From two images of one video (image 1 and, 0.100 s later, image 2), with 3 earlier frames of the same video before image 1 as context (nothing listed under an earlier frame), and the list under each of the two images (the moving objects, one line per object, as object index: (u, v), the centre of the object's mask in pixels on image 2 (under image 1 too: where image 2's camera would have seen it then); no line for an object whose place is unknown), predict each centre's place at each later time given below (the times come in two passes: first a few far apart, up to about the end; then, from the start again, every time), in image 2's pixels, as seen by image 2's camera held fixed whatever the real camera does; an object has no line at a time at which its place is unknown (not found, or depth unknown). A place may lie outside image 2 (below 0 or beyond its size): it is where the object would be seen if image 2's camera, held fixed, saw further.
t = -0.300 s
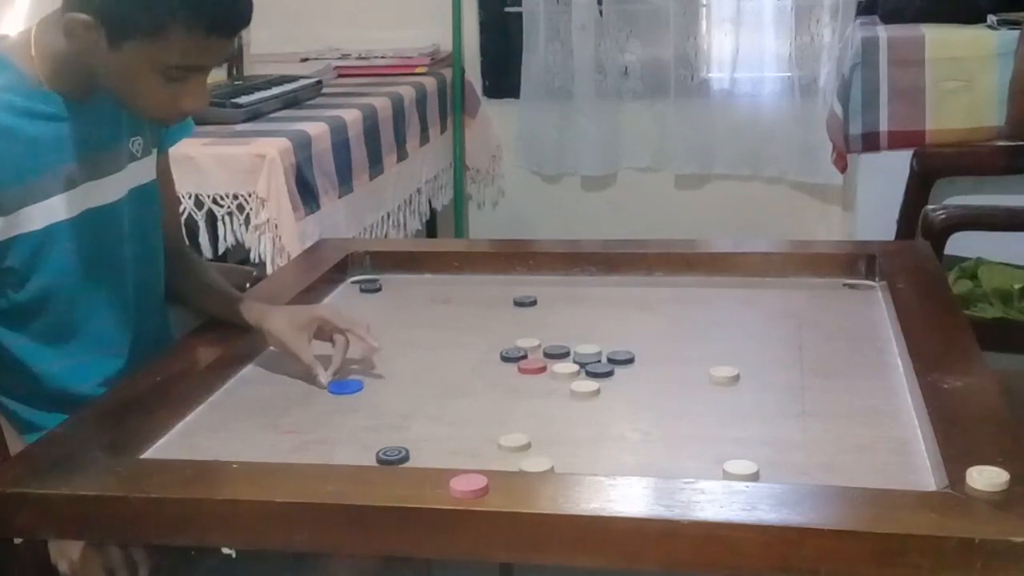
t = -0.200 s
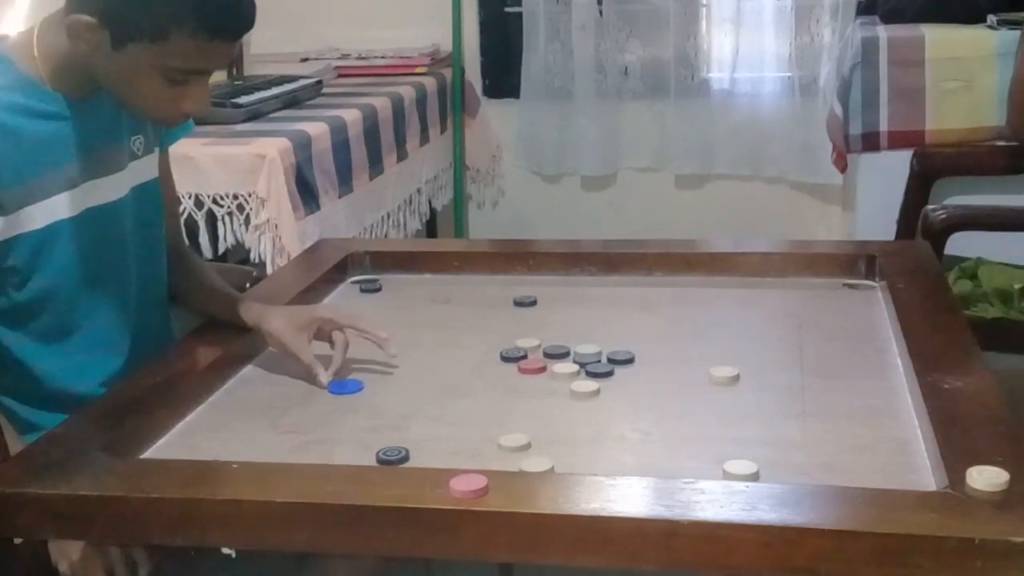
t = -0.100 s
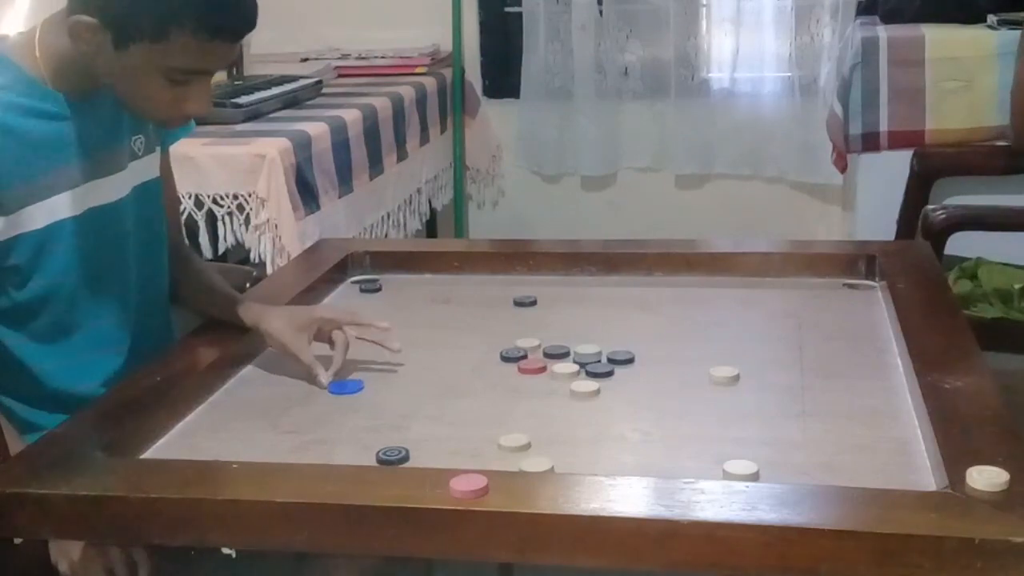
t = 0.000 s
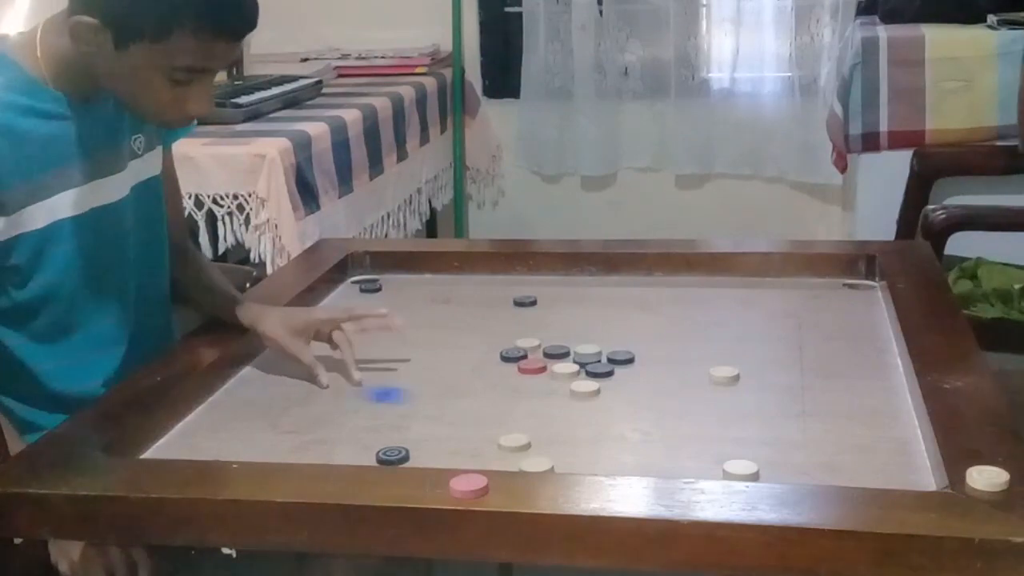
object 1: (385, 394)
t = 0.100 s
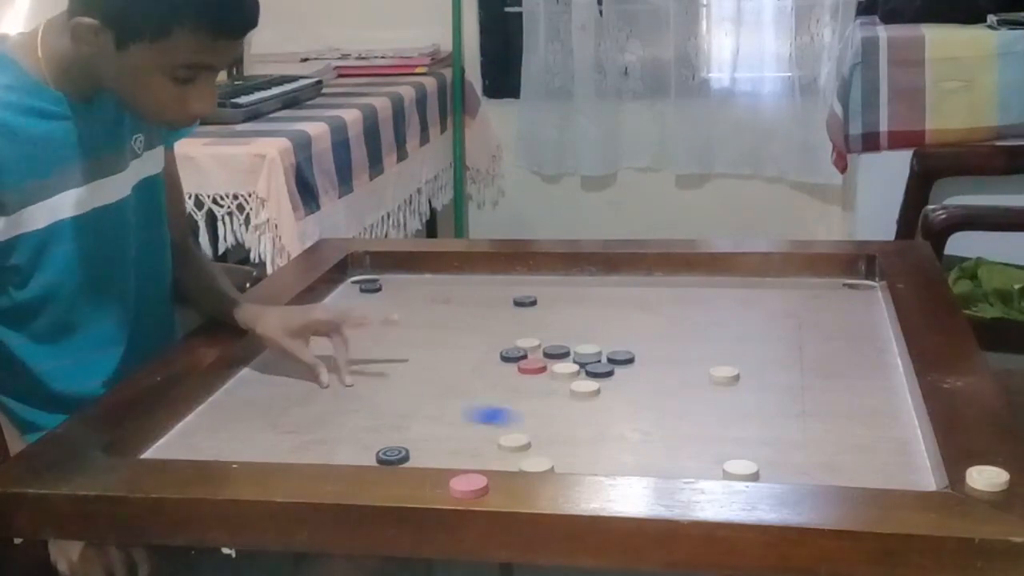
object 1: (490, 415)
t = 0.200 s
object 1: (606, 440)
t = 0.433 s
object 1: (762, 464)
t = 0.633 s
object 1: (790, 466)
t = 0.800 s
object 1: (790, 466)
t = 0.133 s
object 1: (527, 423)
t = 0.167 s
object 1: (566, 432)
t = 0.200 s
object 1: (606, 440)
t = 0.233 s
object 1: (645, 448)
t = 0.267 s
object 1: (686, 457)
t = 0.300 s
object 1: (714, 461)
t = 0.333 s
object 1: (728, 462)
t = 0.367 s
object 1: (740, 462)
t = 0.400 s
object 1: (752, 462)
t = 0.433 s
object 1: (762, 464)
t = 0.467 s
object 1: (771, 464)
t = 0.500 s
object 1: (778, 465)
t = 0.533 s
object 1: (784, 465)
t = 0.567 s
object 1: (788, 465)
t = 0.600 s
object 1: (790, 466)
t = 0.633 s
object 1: (790, 466)
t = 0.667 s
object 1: (790, 466)
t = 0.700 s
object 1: (790, 466)
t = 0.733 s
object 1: (790, 466)
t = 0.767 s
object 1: (790, 466)
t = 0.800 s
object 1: (790, 466)
